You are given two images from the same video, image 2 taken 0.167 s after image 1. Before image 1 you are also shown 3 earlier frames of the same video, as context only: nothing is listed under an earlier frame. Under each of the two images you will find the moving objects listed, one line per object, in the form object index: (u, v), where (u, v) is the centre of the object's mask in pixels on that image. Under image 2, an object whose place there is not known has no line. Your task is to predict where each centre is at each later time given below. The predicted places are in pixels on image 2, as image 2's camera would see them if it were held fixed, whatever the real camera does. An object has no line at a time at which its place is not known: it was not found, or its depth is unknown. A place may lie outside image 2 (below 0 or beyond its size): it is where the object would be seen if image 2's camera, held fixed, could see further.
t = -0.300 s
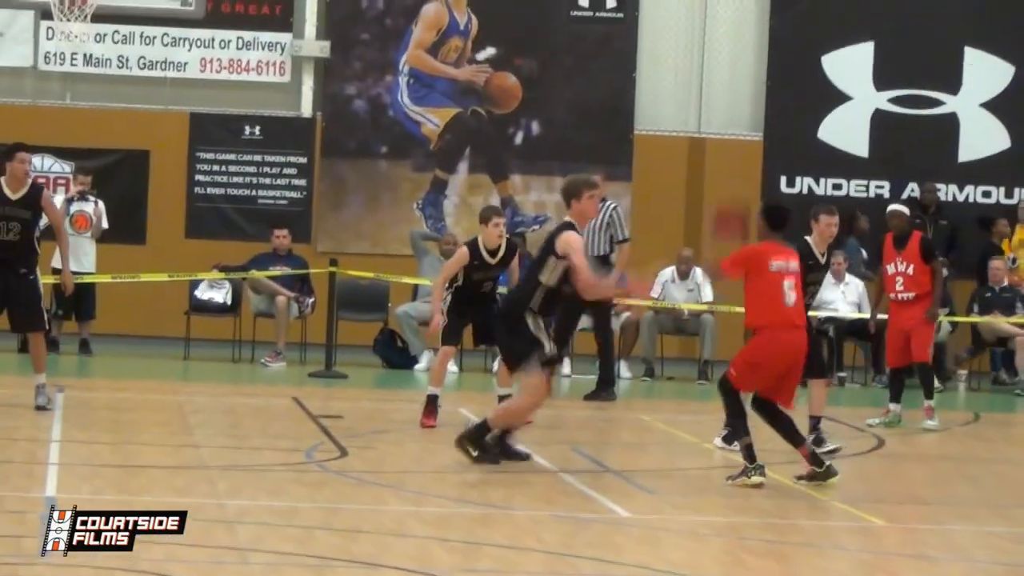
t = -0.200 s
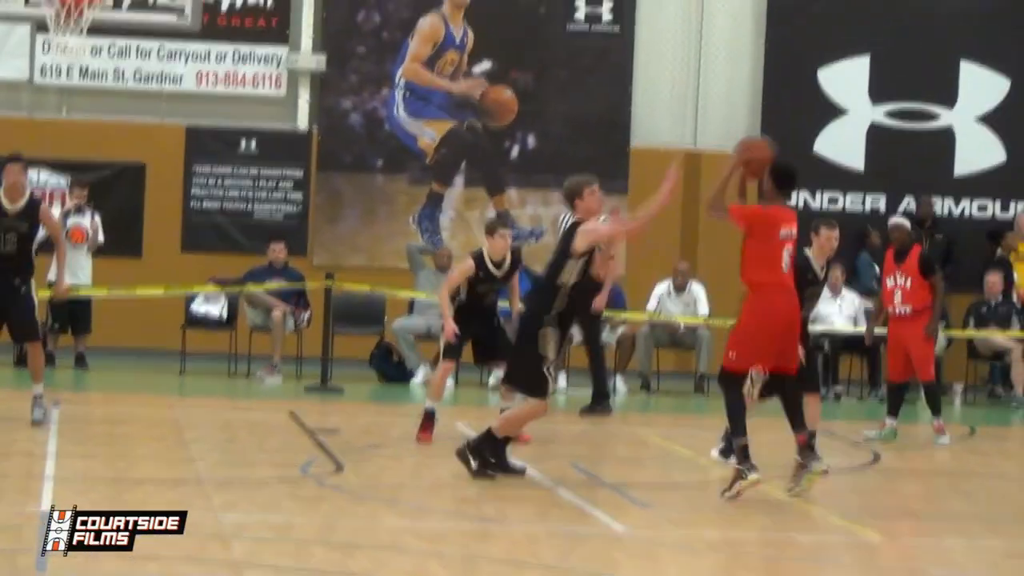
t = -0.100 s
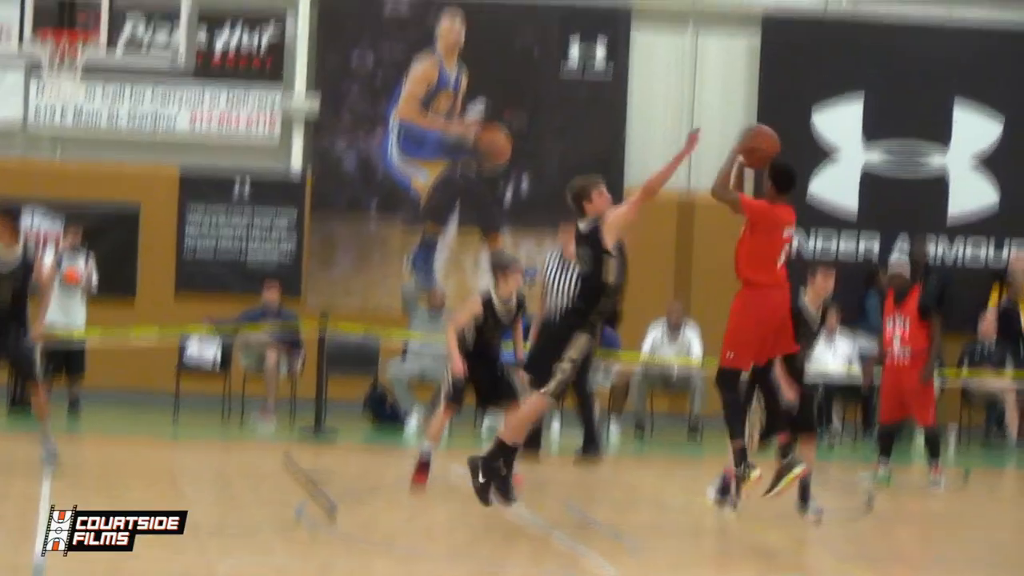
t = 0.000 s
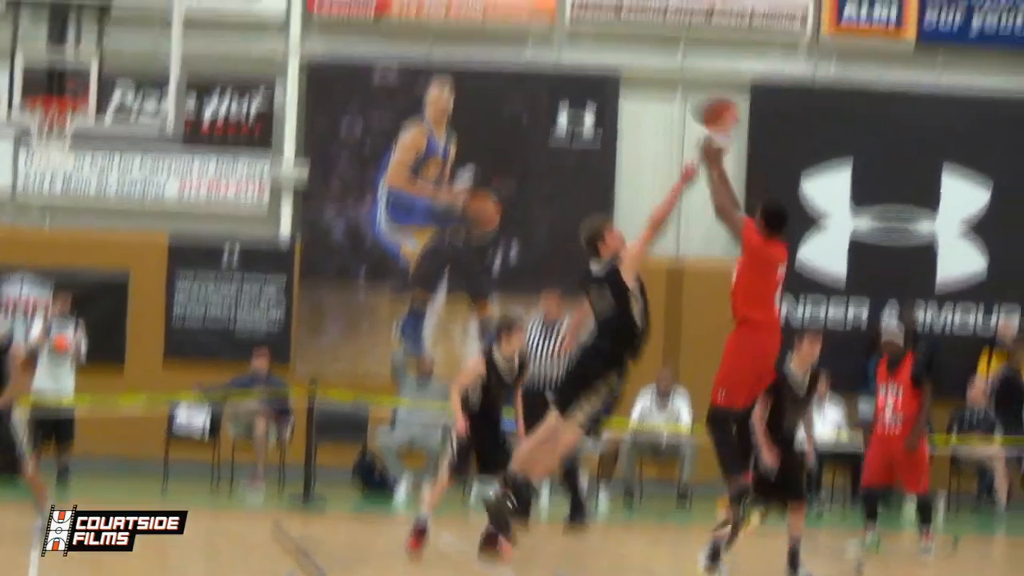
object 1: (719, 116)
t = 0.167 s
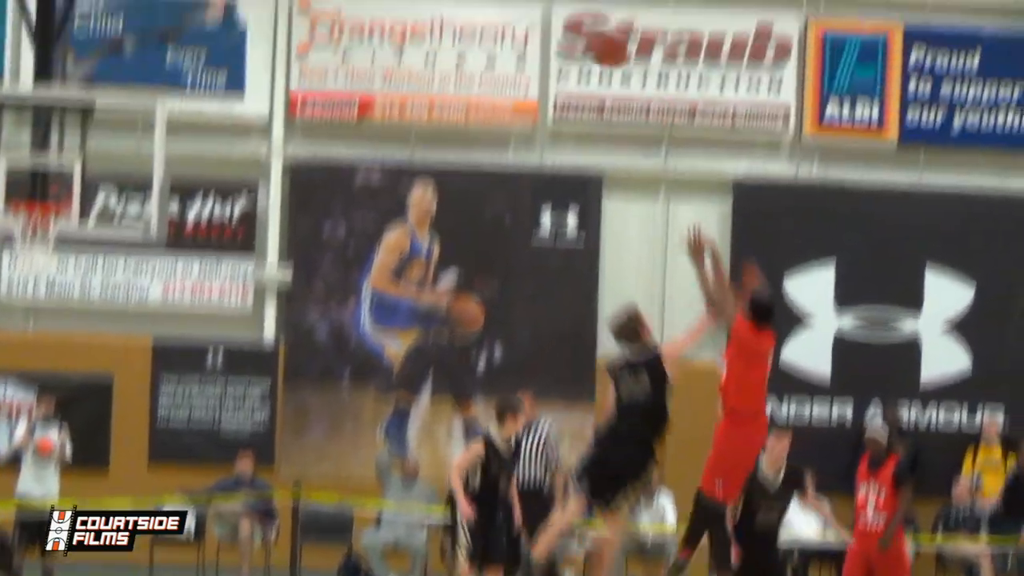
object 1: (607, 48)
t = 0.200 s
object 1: (587, 22)
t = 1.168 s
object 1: (142, 31)
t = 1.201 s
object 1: (129, 54)
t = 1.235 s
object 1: (115, 77)
